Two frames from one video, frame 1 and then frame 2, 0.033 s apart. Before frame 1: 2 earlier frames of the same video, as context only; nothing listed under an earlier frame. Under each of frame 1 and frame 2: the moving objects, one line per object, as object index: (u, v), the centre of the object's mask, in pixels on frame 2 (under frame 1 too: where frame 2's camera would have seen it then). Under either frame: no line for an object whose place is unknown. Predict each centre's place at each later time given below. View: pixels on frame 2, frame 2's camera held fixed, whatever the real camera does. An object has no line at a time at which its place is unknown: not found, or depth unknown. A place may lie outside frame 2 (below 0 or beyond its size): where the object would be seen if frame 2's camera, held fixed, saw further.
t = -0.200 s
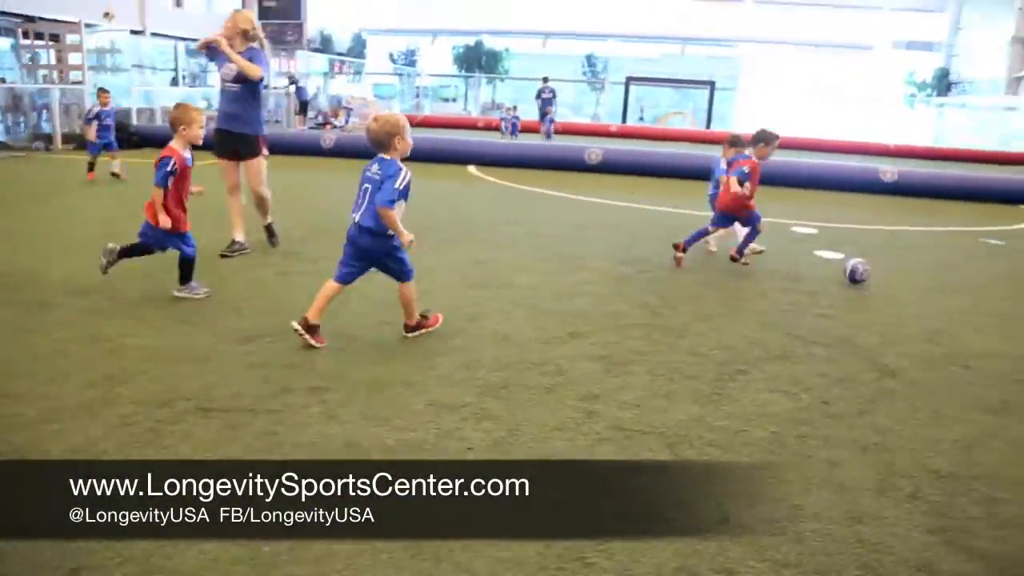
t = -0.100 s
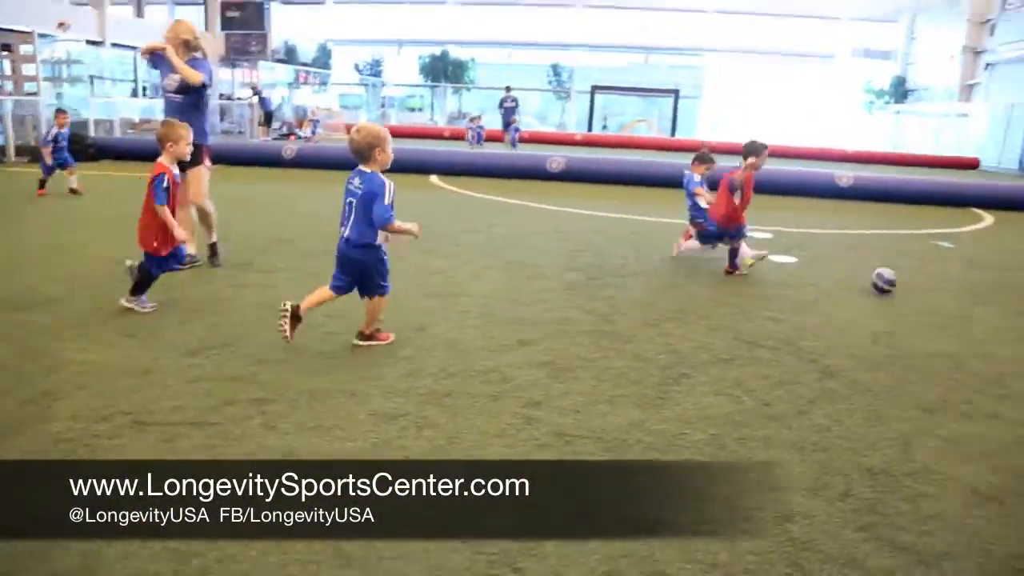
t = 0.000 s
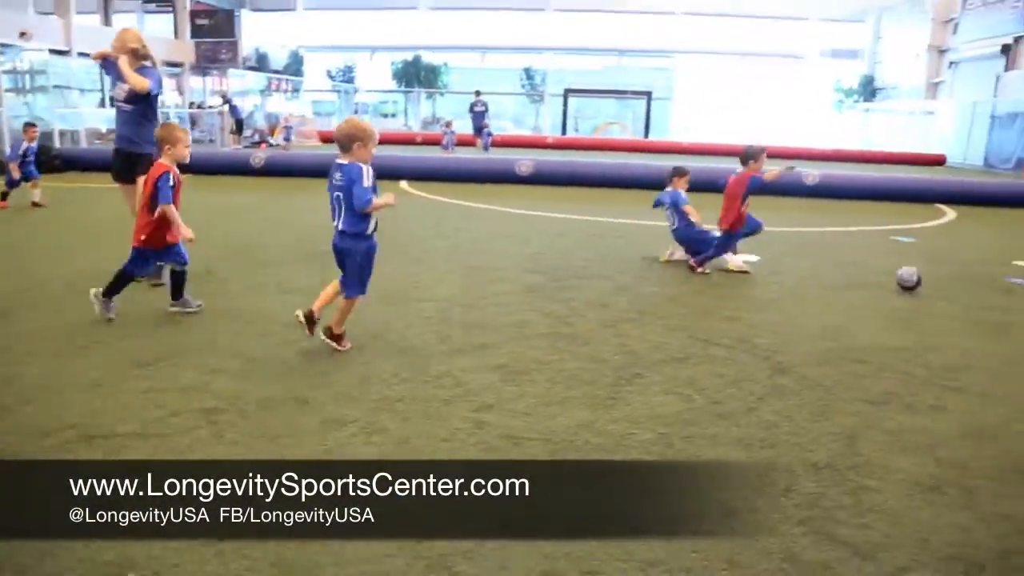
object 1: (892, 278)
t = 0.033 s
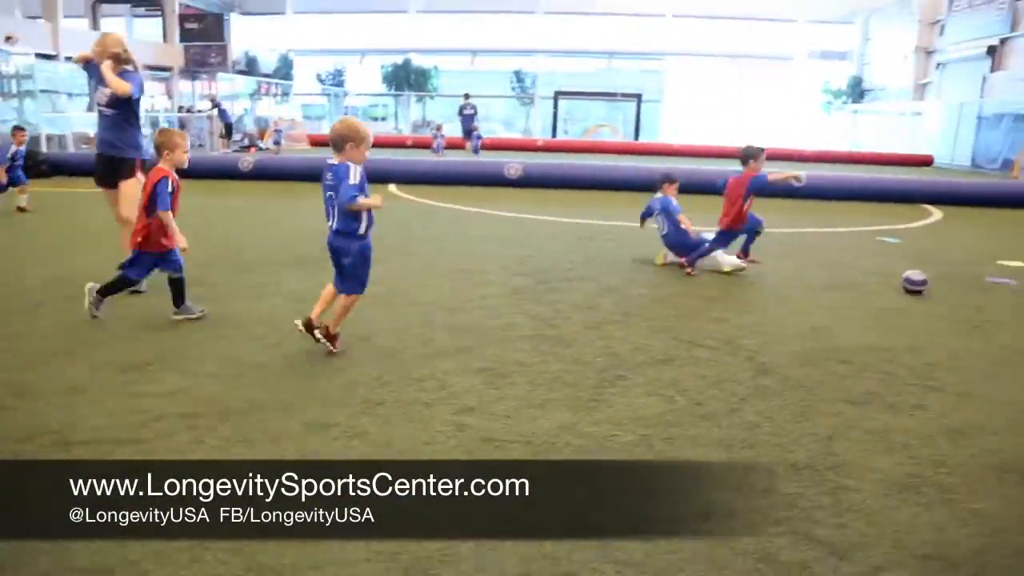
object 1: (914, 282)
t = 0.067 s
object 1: (933, 280)
